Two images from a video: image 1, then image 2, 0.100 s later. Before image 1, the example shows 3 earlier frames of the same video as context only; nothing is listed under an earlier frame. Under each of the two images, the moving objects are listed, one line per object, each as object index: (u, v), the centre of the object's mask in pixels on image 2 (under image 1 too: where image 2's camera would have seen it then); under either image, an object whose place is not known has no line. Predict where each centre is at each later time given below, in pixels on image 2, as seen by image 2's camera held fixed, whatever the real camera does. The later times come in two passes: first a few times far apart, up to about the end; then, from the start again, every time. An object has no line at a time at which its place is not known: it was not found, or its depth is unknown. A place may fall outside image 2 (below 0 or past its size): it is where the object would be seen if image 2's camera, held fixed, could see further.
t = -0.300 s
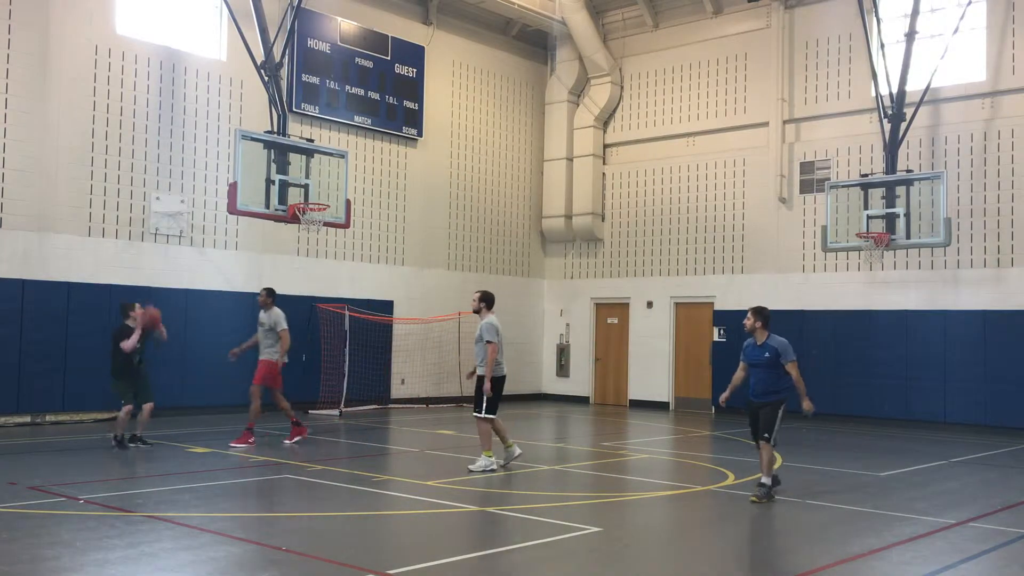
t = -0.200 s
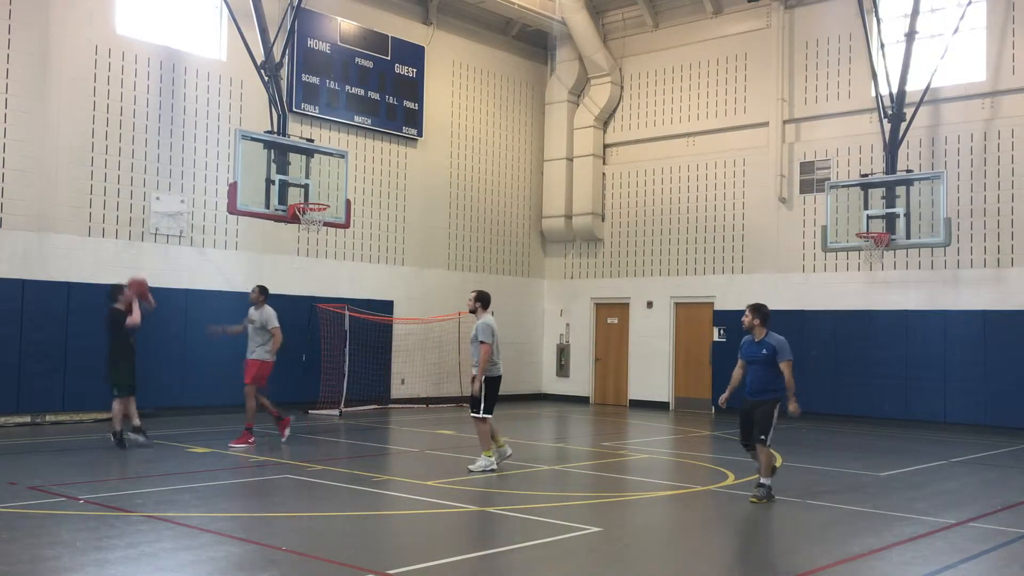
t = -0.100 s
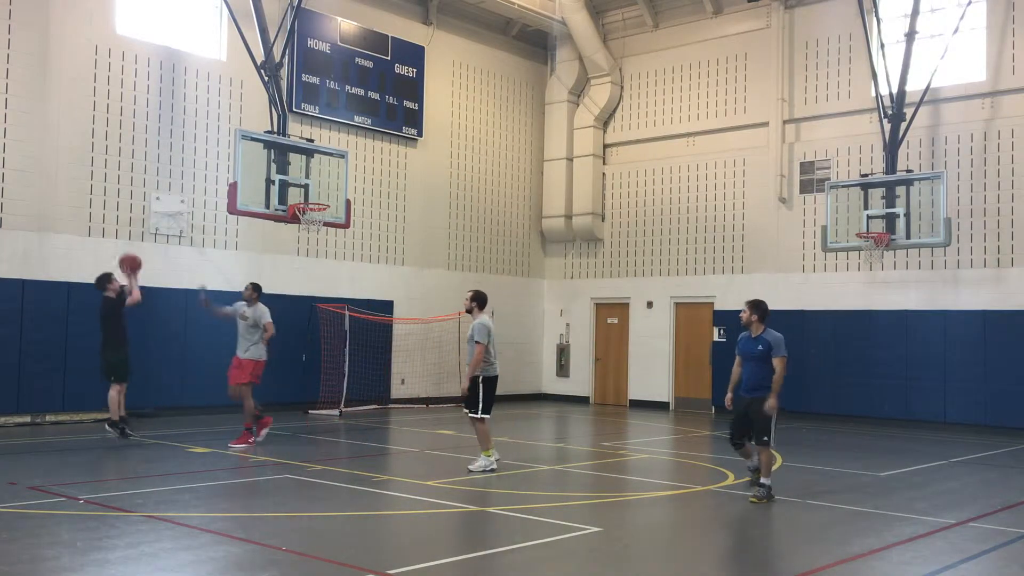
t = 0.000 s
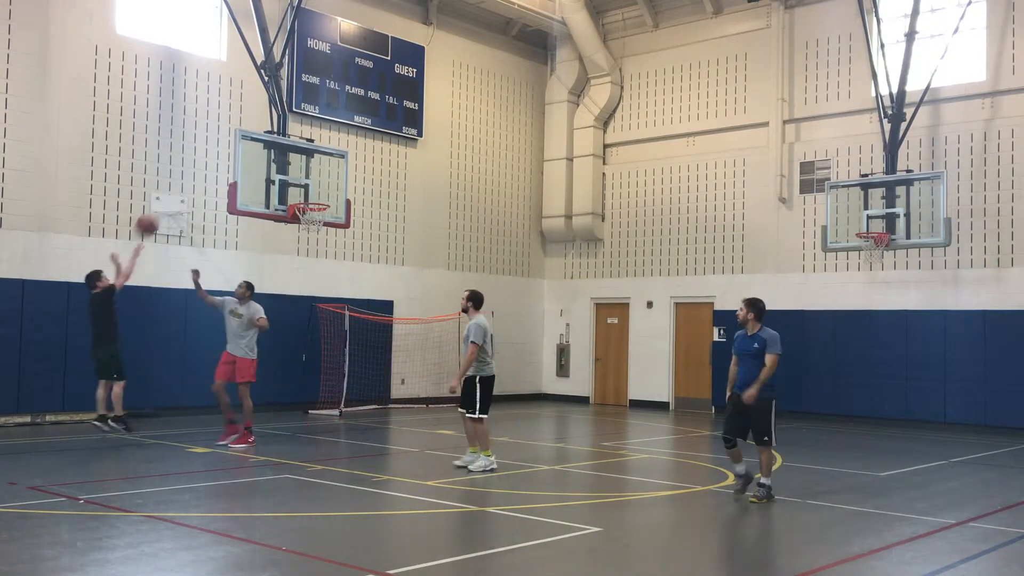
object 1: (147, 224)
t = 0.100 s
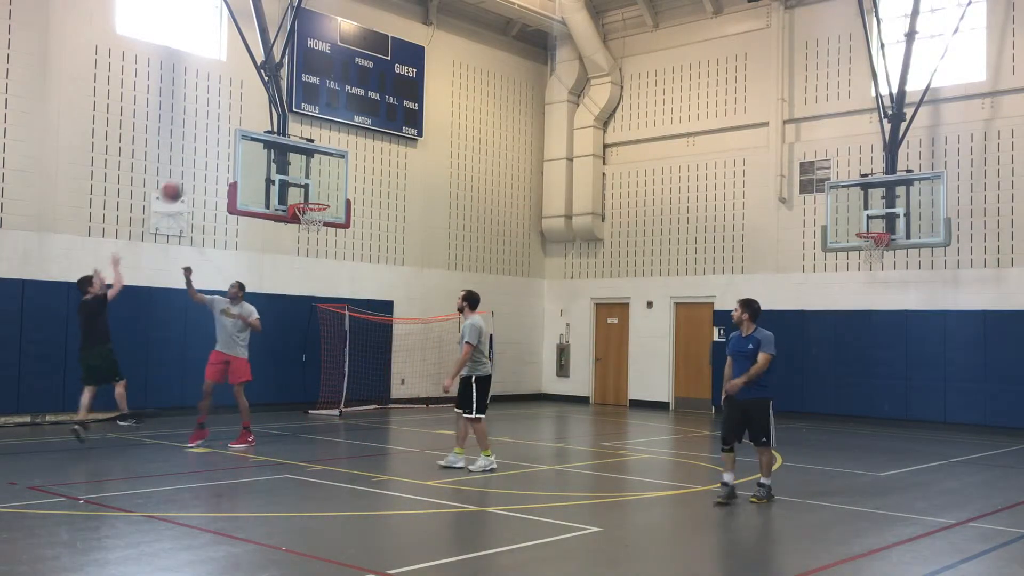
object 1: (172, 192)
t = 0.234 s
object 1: (203, 163)
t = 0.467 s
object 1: (251, 148)
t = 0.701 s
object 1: (293, 174)
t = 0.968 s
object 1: (322, 226)
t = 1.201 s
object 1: (315, 266)
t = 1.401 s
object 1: (307, 330)
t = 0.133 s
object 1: (180, 183)
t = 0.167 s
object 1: (187, 176)
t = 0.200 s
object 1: (195, 168)
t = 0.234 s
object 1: (203, 163)
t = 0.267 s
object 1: (209, 158)
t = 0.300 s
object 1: (217, 154)
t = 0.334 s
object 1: (225, 151)
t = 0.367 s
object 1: (231, 149)
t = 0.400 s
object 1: (238, 148)
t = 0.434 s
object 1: (245, 147)
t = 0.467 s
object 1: (251, 148)
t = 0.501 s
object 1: (257, 149)
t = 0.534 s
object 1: (264, 151)
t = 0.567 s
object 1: (270, 154)
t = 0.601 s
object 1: (275, 156)
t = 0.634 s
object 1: (281, 162)
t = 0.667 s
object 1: (287, 167)
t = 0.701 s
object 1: (293, 174)
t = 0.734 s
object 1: (298, 180)
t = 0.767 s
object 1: (305, 189)
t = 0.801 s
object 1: (311, 196)
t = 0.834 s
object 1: (318, 204)
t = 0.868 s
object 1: (322, 219)
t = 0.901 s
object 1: (323, 222)
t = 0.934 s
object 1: (323, 224)
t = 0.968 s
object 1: (322, 226)
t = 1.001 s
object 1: (321, 230)
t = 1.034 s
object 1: (320, 234)
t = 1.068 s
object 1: (319, 238)
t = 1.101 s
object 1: (318, 244)
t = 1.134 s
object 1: (317, 251)
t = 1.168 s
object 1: (316, 257)
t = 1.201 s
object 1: (315, 266)
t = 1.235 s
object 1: (314, 274)
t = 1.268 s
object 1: (313, 283)
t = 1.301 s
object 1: (312, 292)
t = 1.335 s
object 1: (311, 304)
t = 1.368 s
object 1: (309, 315)
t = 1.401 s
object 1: (307, 330)
